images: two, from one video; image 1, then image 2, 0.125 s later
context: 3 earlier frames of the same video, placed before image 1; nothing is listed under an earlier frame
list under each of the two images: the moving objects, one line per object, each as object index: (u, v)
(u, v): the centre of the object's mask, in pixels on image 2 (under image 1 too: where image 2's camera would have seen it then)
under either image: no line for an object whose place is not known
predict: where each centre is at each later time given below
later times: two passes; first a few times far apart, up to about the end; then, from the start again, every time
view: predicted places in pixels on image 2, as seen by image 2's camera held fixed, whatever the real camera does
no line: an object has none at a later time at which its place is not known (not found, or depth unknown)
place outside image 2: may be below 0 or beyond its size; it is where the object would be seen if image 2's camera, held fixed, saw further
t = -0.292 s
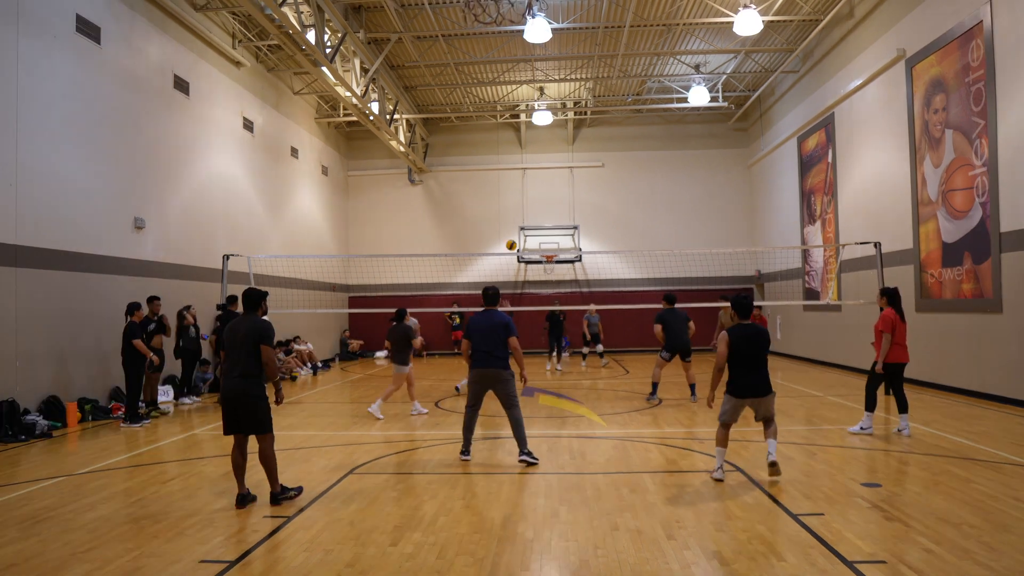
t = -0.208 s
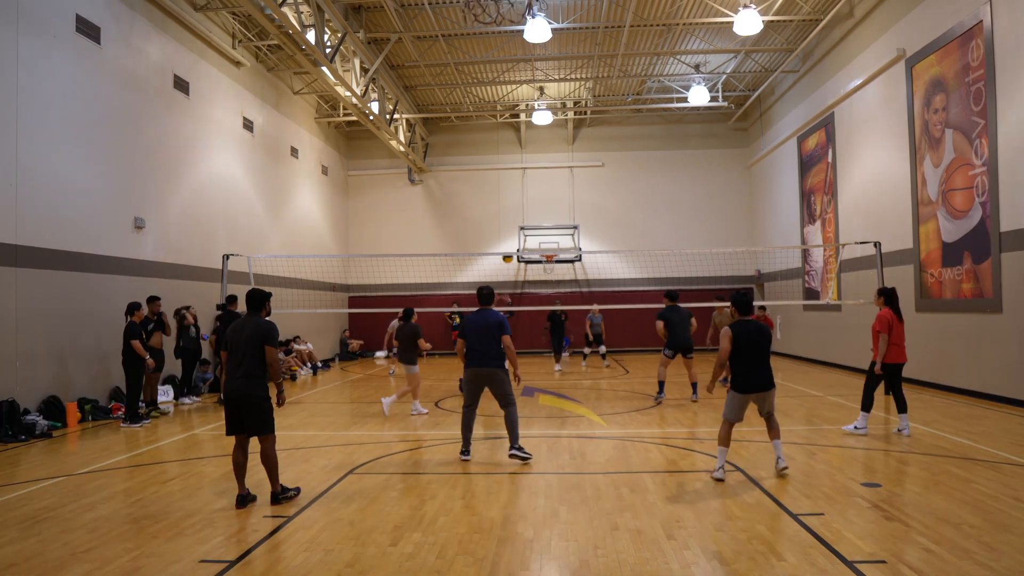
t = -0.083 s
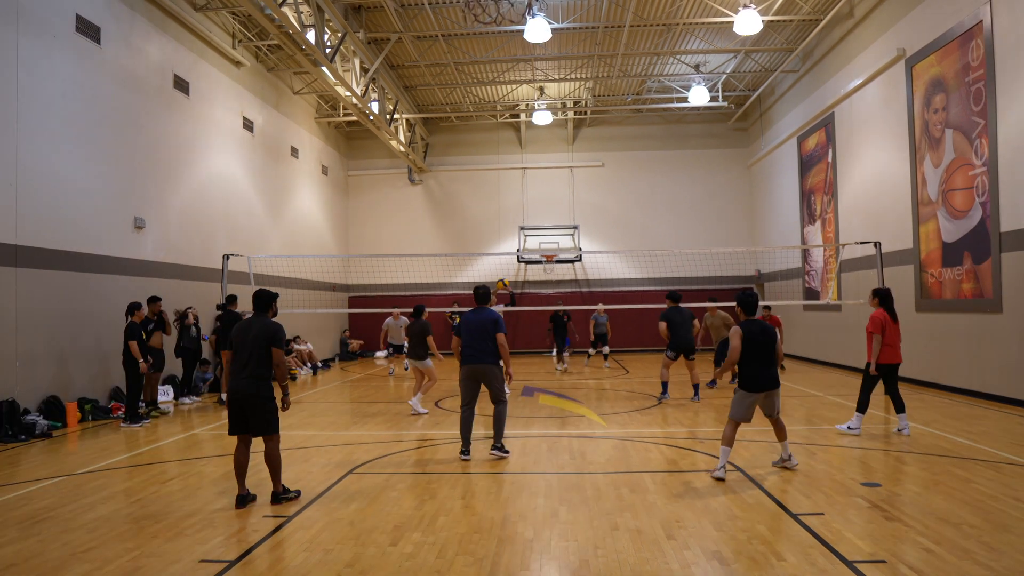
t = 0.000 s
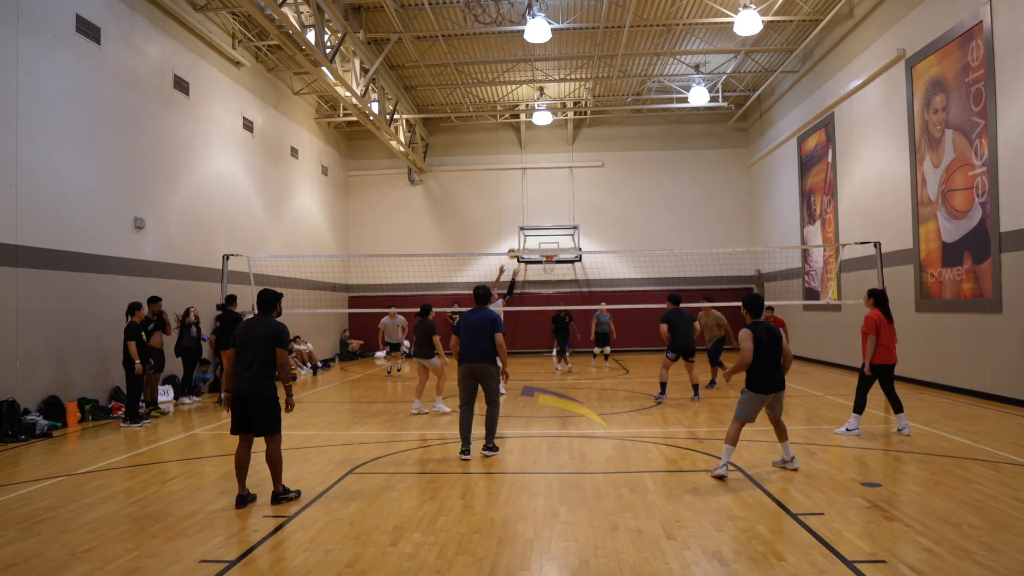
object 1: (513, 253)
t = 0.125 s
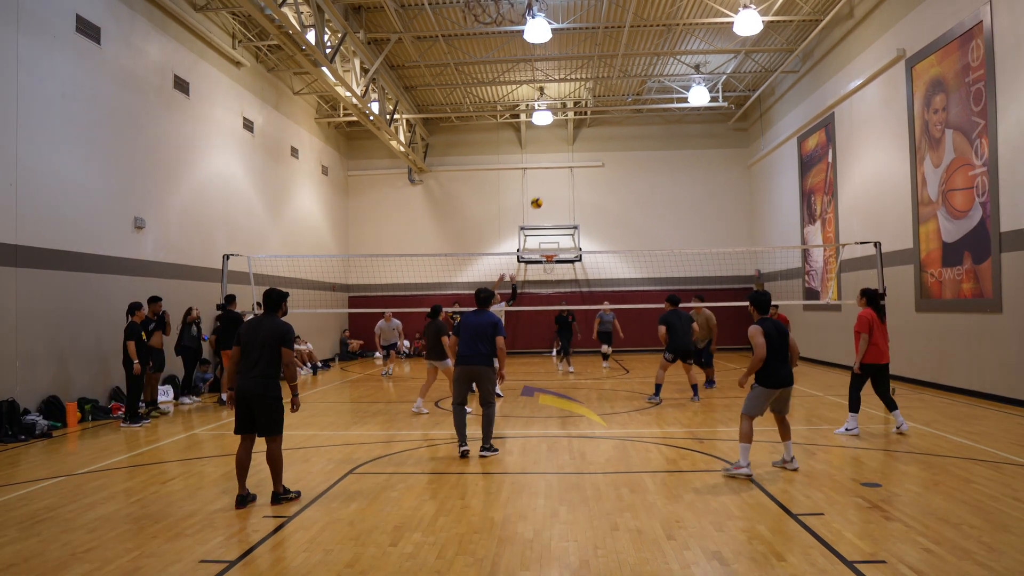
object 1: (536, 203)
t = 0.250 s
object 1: (559, 162)
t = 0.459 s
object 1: (596, 113)
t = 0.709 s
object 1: (640, 87)
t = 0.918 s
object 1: (678, 91)
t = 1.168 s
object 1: (723, 128)
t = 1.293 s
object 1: (745, 159)
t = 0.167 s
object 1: (544, 188)
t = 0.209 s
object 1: (552, 175)
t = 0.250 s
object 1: (559, 162)
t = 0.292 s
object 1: (567, 150)
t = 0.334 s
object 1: (574, 139)
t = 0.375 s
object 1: (581, 130)
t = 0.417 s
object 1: (589, 121)
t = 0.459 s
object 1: (596, 113)
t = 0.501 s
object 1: (603, 106)
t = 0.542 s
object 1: (611, 100)
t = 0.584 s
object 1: (618, 96)
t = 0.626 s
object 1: (625, 92)
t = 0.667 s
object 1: (633, 89)
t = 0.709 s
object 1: (640, 87)
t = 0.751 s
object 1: (648, 85)
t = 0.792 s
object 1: (655, 85)
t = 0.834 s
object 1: (662, 86)
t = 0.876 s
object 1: (670, 88)
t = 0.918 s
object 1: (678, 91)
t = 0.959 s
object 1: (685, 95)
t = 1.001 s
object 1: (692, 99)
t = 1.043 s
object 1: (700, 105)
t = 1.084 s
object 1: (707, 112)
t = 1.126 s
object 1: (715, 119)
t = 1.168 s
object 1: (723, 128)
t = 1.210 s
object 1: (730, 137)
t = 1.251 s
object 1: (738, 148)
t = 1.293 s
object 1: (745, 159)
